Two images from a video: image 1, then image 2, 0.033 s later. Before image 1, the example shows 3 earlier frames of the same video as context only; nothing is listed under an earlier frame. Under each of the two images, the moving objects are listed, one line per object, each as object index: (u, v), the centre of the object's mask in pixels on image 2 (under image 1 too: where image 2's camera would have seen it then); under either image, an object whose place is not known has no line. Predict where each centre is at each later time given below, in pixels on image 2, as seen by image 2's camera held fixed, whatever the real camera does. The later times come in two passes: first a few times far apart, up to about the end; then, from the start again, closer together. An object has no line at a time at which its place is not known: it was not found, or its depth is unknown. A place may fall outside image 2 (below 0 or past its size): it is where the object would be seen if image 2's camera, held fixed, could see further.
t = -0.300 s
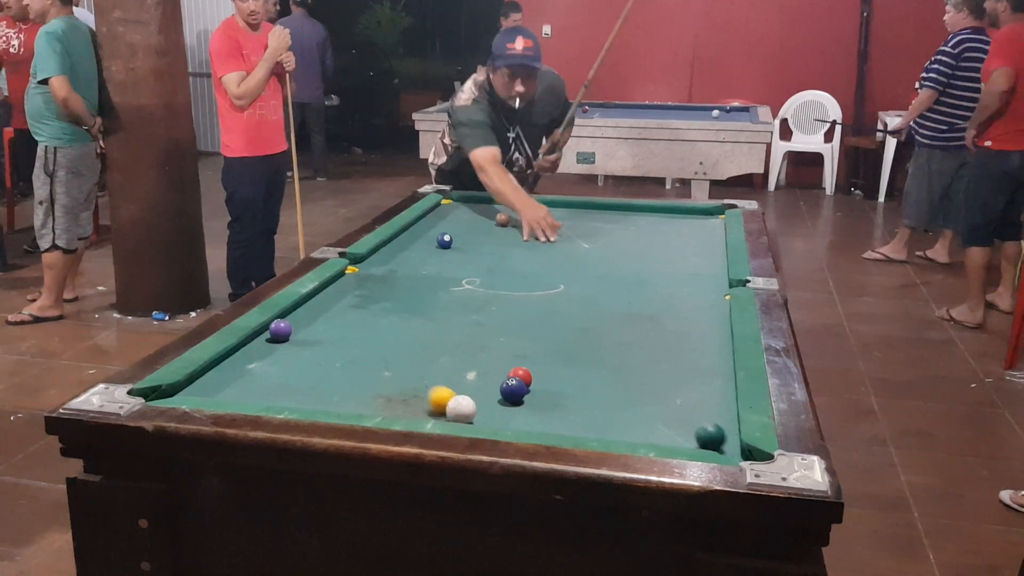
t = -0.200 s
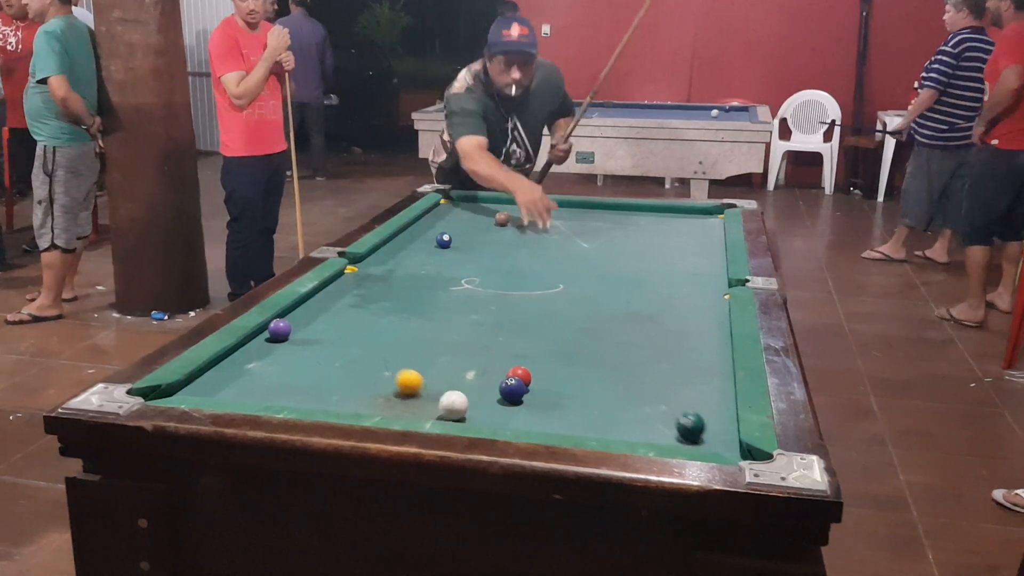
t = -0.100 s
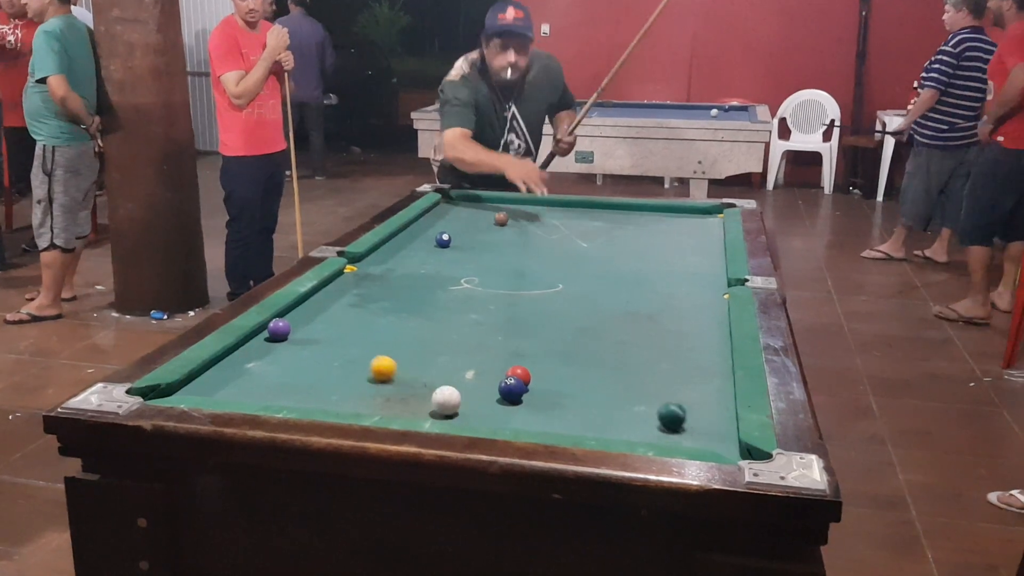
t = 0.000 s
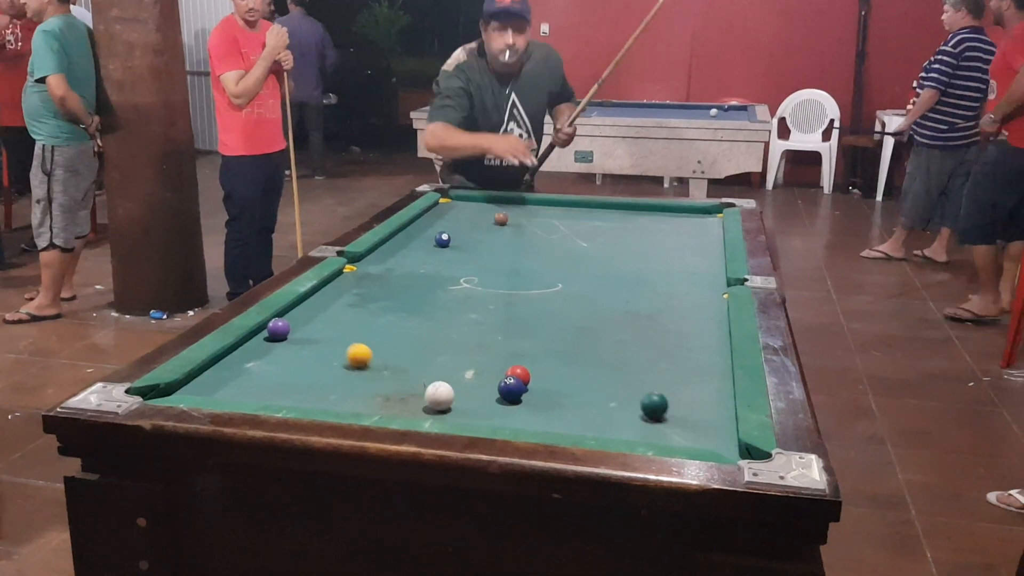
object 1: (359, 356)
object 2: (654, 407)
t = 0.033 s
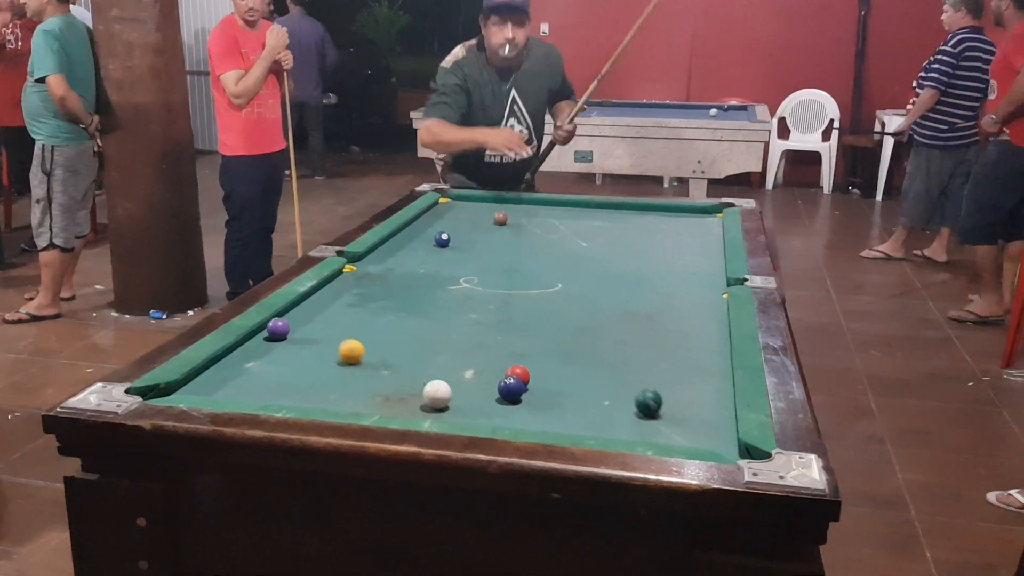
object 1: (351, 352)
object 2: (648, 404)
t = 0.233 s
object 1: (310, 330)
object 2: (618, 386)
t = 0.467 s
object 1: (306, 315)
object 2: (586, 369)
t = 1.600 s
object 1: (525, 288)
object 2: (467, 306)
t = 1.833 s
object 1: (563, 285)
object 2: (451, 297)
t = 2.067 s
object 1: (598, 282)
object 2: (436, 290)
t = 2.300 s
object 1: (632, 279)
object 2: (423, 283)
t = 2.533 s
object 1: (663, 276)
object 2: (411, 277)
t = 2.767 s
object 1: (692, 274)
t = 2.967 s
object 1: (707, 271)
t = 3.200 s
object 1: (687, 268)
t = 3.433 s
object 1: (668, 265)
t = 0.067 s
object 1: (344, 348)
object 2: (643, 401)
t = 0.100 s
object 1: (337, 344)
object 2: (638, 398)
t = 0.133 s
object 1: (329, 341)
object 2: (633, 395)
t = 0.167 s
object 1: (323, 337)
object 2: (628, 392)
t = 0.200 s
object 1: (316, 334)
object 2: (623, 390)
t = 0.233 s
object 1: (310, 330)
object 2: (618, 386)
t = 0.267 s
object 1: (303, 327)
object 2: (613, 384)
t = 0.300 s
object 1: (298, 323)
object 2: (608, 381)
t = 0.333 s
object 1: (293, 319)
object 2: (604, 379)
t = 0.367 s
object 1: (287, 315)
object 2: (599, 376)
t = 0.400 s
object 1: (290, 314)
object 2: (595, 374)
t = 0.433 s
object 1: (298, 315)
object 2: (591, 371)
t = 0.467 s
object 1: (306, 315)
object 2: (586, 369)
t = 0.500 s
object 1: (313, 314)
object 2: (582, 367)
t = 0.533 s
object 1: (322, 313)
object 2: (578, 364)
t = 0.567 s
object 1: (330, 312)
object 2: (574, 362)
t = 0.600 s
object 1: (337, 311)
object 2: (570, 360)
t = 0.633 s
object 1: (344, 311)
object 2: (566, 358)
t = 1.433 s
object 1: (496, 291)
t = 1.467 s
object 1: (502, 291)
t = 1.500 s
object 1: (508, 290)
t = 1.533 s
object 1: (514, 290)
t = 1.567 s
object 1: (519, 289)
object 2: (470, 307)
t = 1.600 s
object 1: (525, 288)
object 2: (467, 306)
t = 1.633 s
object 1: (530, 288)
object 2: (465, 304)
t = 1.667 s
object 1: (536, 287)
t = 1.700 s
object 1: (542, 287)
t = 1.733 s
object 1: (547, 286)
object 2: (458, 300)
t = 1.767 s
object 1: (552, 286)
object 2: (455, 300)
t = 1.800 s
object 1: (558, 285)
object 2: (453, 298)
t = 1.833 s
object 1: (563, 285)
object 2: (451, 297)
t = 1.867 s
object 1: (568, 285)
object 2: (449, 296)
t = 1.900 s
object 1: (573, 284)
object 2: (446, 295)
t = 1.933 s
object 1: (578, 284)
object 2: (445, 294)
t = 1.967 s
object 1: (584, 283)
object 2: (442, 293)
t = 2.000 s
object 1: (588, 283)
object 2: (440, 292)
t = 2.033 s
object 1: (593, 283)
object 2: (438, 291)
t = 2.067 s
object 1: (598, 282)
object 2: (436, 290)
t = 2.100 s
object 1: (604, 282)
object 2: (434, 289)
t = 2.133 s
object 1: (608, 281)
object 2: (432, 288)
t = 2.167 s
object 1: (613, 281)
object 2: (430, 287)
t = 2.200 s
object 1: (618, 280)
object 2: (428, 286)
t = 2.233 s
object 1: (623, 280)
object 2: (426, 285)
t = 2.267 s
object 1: (627, 279)
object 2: (424, 284)
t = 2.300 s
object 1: (632, 279)
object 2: (423, 283)
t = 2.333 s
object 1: (637, 279)
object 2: (421, 283)
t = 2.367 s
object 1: (641, 278)
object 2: (419, 282)
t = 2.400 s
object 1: (645, 278)
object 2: (418, 281)
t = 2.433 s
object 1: (649, 278)
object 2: (416, 280)
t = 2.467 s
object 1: (654, 277)
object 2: (414, 279)
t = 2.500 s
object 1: (659, 277)
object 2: (412, 278)
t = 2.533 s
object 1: (663, 276)
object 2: (411, 277)
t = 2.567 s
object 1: (668, 276)
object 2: (409, 276)
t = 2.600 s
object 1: (671, 276)
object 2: (407, 276)
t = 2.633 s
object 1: (676, 275)
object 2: (406, 275)
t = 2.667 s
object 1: (680, 275)
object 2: (404, 274)
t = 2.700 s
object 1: (684, 274)
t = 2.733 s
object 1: (688, 274)
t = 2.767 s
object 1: (692, 274)
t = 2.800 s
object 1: (696, 274)
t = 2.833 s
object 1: (700, 273)
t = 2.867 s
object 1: (704, 273)
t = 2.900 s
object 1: (708, 272)
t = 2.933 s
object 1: (710, 272)
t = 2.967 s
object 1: (707, 271)
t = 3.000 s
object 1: (704, 271)
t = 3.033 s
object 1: (701, 271)
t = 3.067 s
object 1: (698, 270)
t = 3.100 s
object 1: (695, 269)
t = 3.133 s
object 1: (693, 269)
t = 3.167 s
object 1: (690, 268)
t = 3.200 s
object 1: (687, 268)
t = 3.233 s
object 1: (684, 267)
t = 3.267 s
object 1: (681, 267)
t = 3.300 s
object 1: (679, 266)
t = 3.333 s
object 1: (676, 266)
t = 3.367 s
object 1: (673, 265)
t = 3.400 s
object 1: (671, 265)
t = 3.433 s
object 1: (668, 265)
